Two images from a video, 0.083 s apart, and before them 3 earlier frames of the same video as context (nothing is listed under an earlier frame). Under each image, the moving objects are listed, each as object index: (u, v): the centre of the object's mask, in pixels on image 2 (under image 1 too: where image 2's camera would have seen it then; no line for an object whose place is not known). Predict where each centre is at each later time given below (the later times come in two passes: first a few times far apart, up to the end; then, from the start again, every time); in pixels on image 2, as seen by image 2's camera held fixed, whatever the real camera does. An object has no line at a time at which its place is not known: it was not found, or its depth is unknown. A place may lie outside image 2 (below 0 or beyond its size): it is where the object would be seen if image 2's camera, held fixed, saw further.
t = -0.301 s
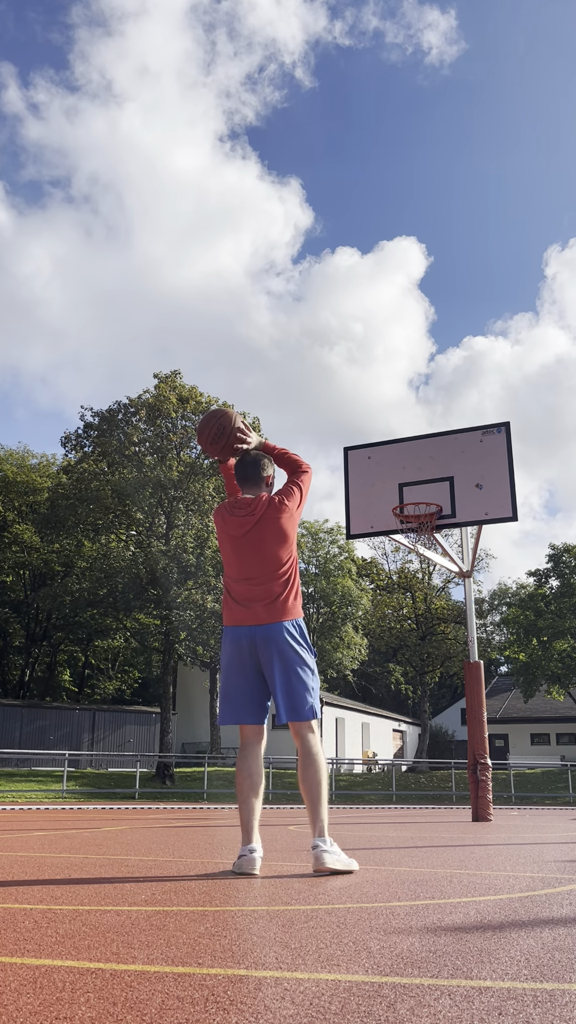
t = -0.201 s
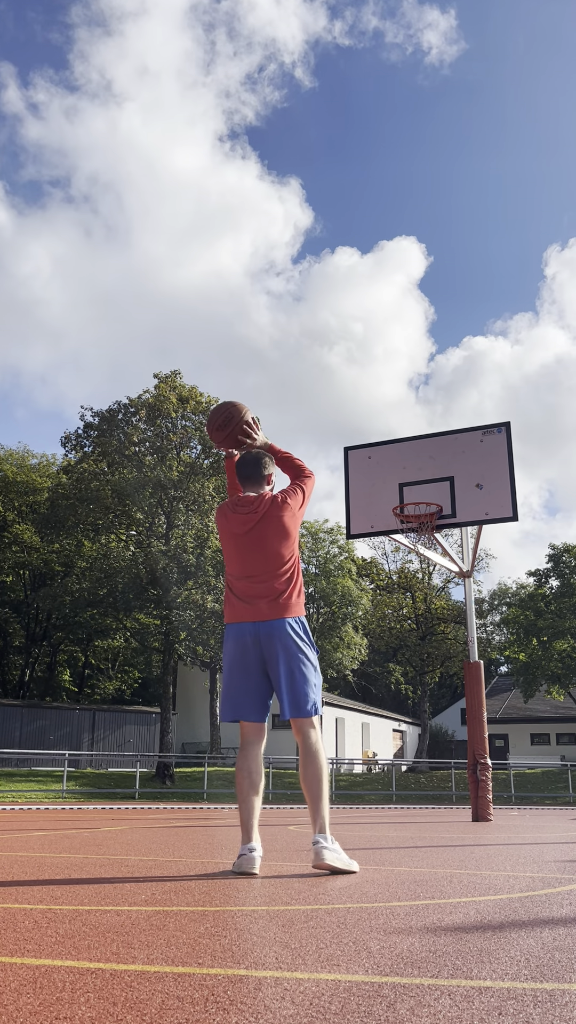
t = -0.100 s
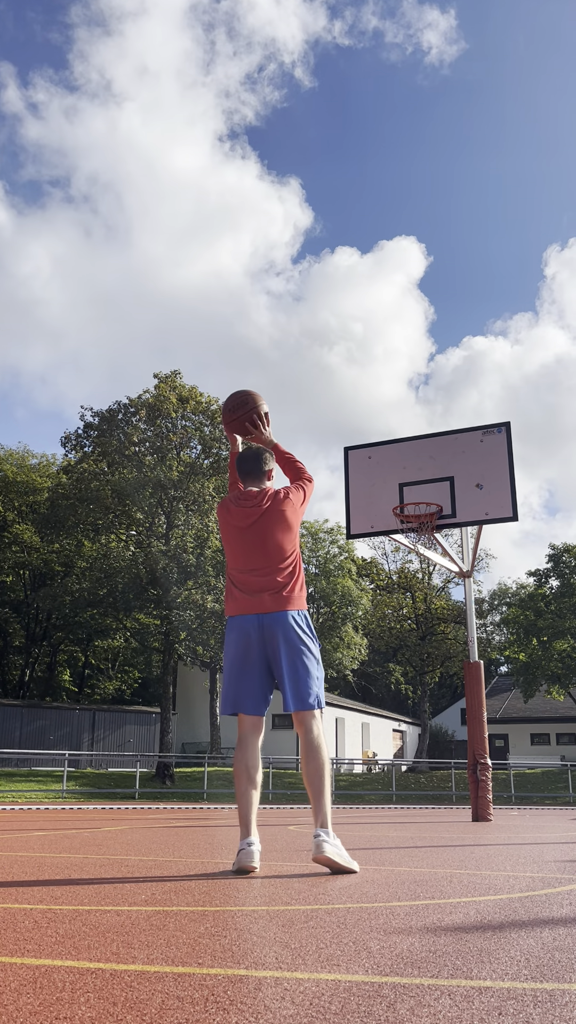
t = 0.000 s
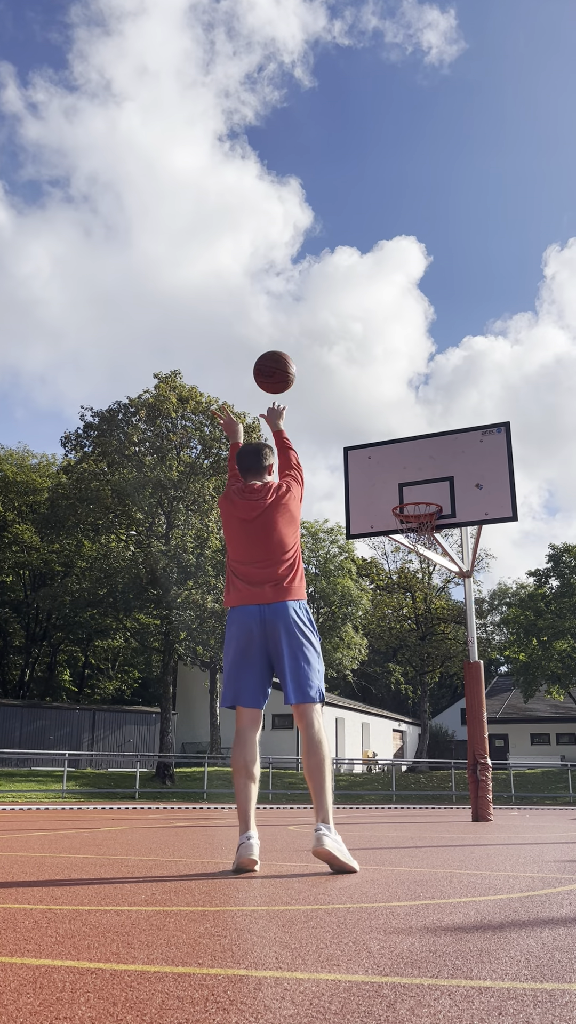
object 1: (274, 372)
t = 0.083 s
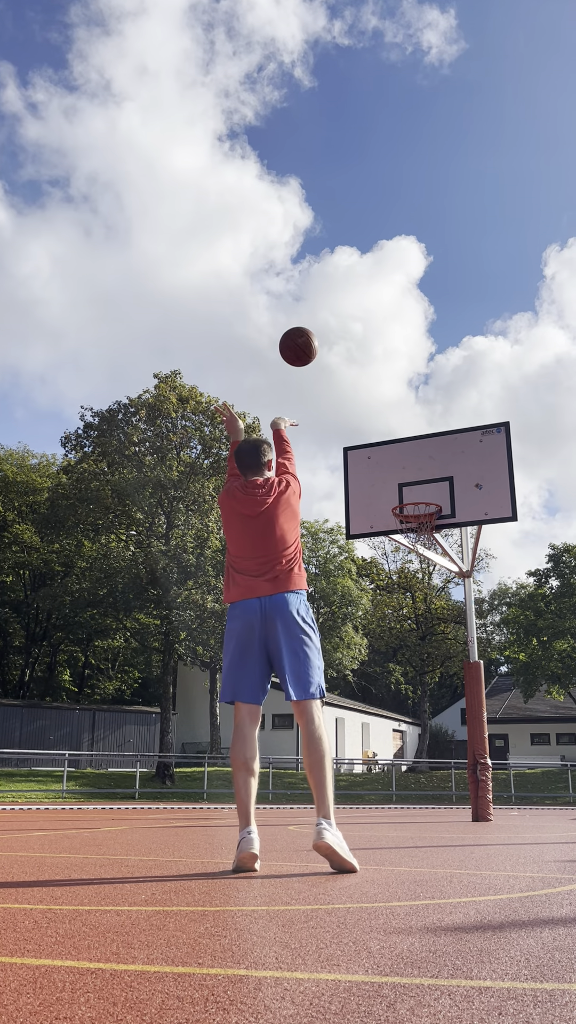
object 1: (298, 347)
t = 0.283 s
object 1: (342, 334)
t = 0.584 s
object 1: (386, 396)
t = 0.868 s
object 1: (416, 506)
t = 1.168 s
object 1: (419, 580)
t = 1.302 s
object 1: (421, 639)
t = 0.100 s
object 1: (303, 343)
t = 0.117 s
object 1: (307, 340)
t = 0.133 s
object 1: (311, 338)
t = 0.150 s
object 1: (315, 336)
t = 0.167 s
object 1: (318, 335)
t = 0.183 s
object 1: (322, 333)
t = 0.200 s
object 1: (326, 333)
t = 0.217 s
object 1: (329, 332)
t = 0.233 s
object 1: (332, 332)
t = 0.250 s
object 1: (336, 333)
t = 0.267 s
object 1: (339, 333)
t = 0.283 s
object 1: (342, 334)
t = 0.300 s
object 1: (345, 335)
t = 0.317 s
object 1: (348, 337)
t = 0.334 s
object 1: (350, 339)
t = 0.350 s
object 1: (353, 341)
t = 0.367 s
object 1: (356, 343)
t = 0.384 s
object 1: (358, 346)
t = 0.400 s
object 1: (361, 349)
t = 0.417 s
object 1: (364, 352)
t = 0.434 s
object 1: (366, 356)
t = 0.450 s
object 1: (368, 359)
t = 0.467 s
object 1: (371, 363)
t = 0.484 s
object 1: (373, 367)
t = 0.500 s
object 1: (375, 371)
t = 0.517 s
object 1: (377, 376)
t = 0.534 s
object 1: (380, 381)
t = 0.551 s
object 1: (382, 386)
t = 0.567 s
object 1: (384, 391)
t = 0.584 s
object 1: (386, 396)
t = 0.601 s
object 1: (388, 402)
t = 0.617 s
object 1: (390, 407)
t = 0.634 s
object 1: (392, 413)
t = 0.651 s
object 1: (393, 419)
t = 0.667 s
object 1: (395, 425)
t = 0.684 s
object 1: (397, 432)
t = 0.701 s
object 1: (399, 438)
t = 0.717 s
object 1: (401, 445)
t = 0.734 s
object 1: (403, 451)
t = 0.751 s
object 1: (405, 458)
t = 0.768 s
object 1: (406, 466)
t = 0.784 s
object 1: (408, 473)
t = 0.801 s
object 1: (410, 480)
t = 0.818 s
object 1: (412, 487)
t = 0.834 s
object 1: (413, 494)
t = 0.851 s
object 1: (415, 499)
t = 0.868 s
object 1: (416, 506)
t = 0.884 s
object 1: (418, 510)
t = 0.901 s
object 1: (418, 514)
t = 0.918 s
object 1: (418, 516)
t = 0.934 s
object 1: (418, 520)
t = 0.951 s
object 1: (415, 522)
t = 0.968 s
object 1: (416, 529)
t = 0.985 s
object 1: (415, 533)
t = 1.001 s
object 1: (416, 535)
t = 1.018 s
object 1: (416, 540)
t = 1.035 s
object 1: (417, 543)
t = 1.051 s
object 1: (417, 545)
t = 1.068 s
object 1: (417, 550)
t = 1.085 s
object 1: (417, 554)
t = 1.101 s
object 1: (418, 558)
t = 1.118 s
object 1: (418, 563)
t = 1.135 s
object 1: (418, 568)
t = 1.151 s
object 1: (419, 574)
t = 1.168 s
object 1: (419, 580)
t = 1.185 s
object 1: (419, 586)
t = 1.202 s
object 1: (419, 592)
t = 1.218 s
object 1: (420, 599)
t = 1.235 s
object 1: (420, 606)
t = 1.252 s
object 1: (421, 614)
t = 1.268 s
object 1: (421, 622)
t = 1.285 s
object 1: (421, 630)
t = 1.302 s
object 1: (421, 639)
